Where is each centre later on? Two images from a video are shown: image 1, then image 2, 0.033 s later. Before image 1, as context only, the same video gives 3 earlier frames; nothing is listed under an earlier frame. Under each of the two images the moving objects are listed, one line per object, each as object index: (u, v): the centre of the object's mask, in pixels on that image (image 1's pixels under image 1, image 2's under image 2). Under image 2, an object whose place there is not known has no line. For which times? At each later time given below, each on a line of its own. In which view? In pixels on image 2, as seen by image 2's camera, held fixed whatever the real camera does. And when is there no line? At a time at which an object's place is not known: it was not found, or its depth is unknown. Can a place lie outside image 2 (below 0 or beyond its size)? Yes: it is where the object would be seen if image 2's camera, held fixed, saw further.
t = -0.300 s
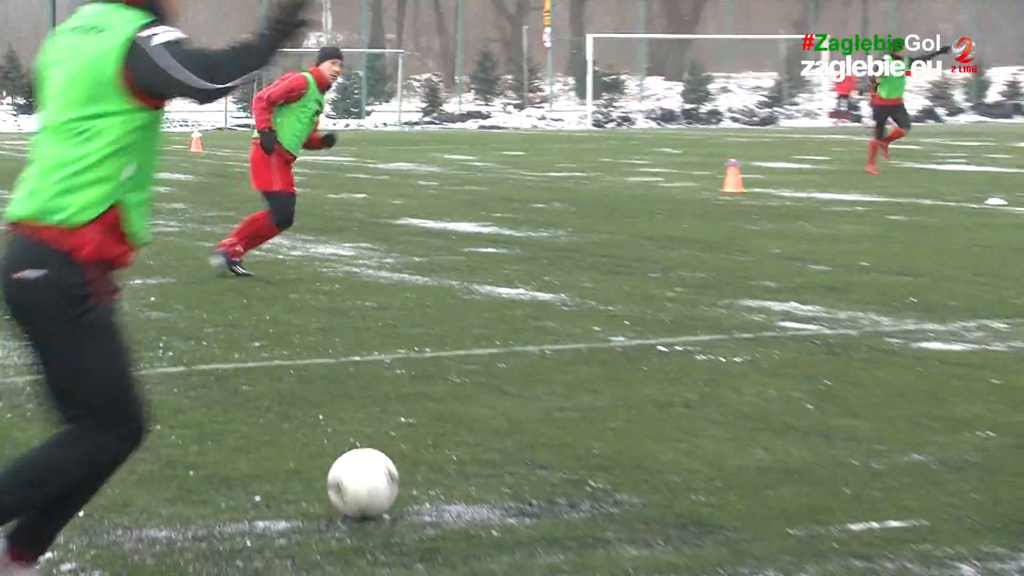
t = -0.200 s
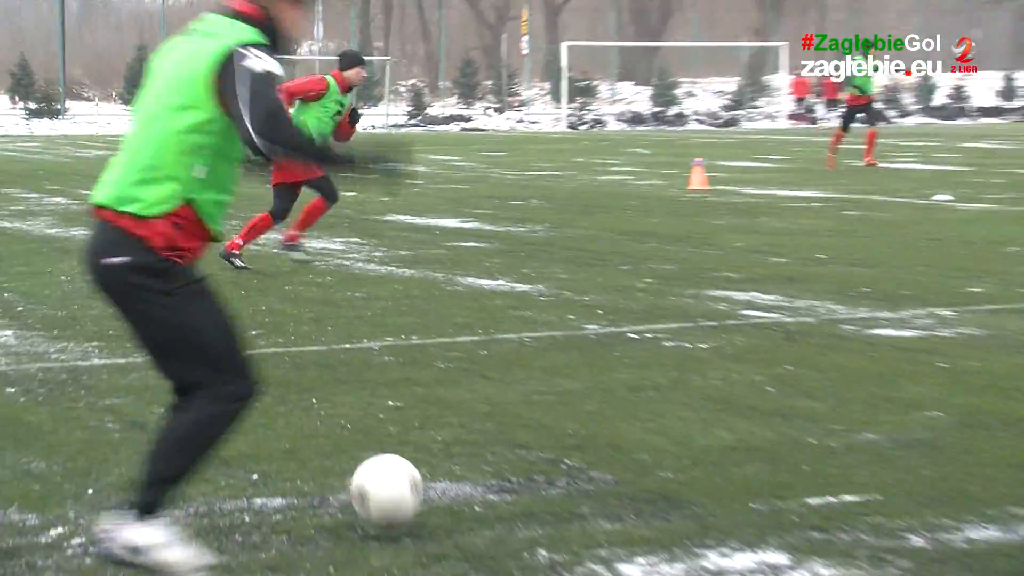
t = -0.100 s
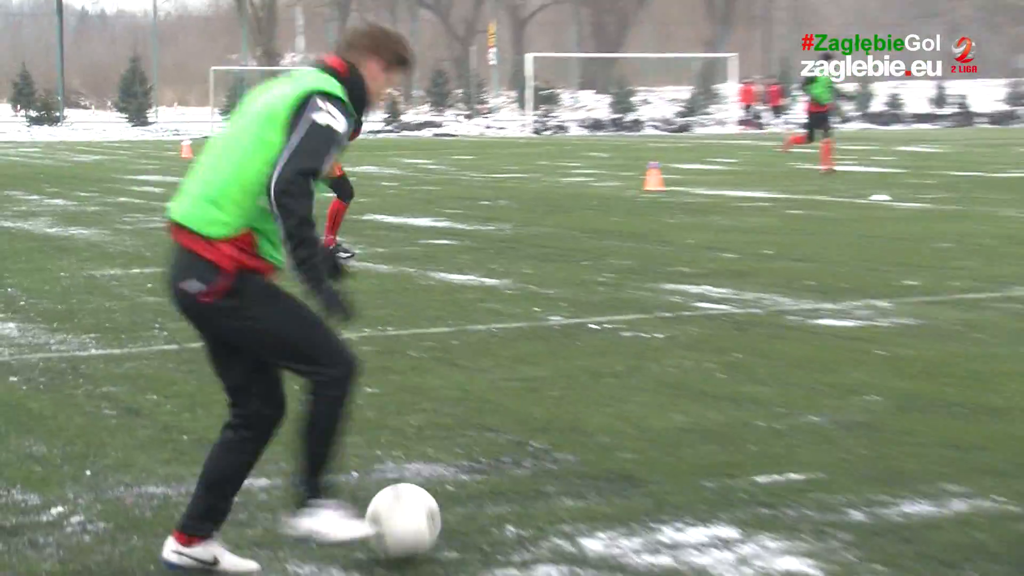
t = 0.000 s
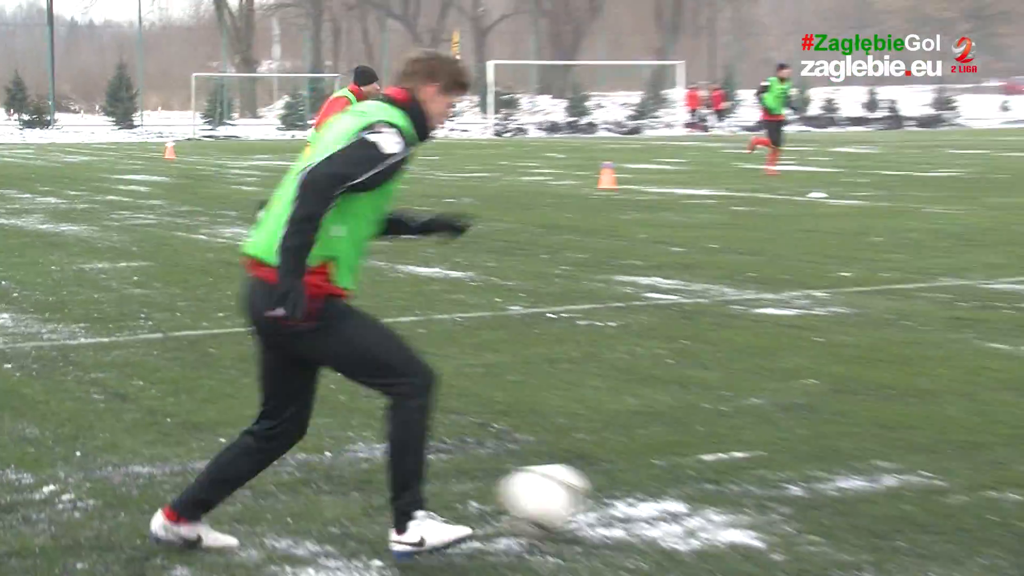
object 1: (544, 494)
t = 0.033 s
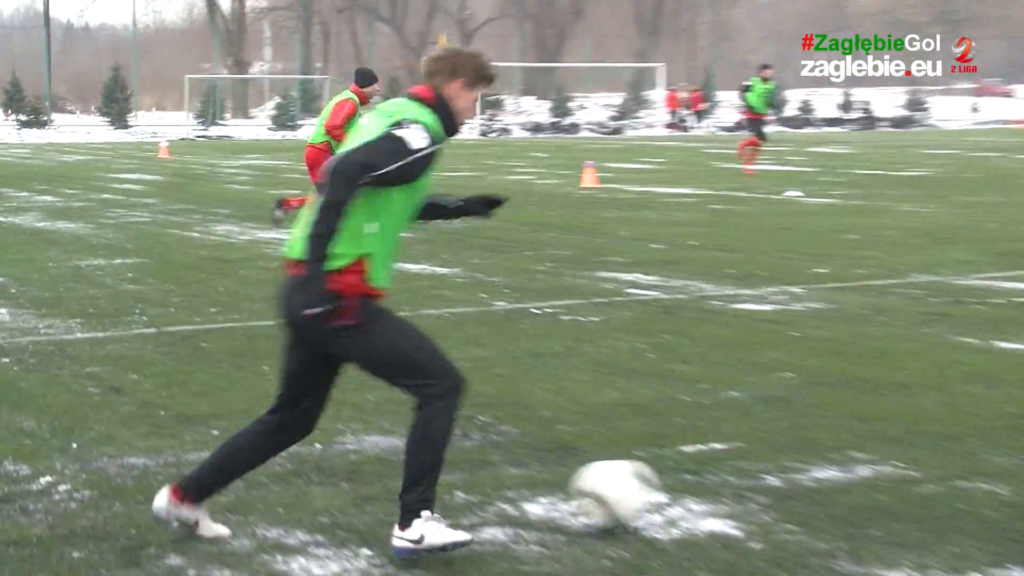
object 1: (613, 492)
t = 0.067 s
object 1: (663, 493)
